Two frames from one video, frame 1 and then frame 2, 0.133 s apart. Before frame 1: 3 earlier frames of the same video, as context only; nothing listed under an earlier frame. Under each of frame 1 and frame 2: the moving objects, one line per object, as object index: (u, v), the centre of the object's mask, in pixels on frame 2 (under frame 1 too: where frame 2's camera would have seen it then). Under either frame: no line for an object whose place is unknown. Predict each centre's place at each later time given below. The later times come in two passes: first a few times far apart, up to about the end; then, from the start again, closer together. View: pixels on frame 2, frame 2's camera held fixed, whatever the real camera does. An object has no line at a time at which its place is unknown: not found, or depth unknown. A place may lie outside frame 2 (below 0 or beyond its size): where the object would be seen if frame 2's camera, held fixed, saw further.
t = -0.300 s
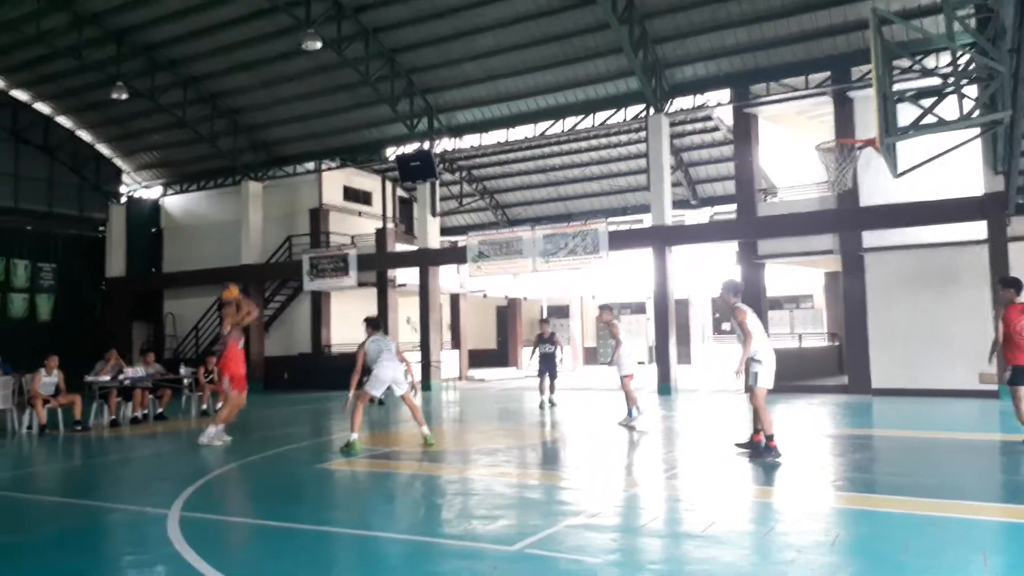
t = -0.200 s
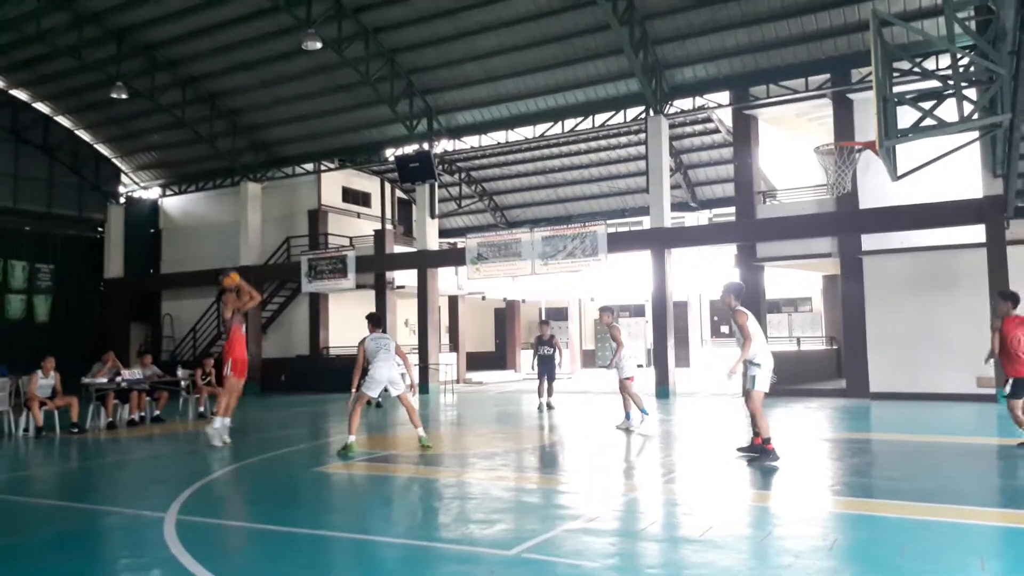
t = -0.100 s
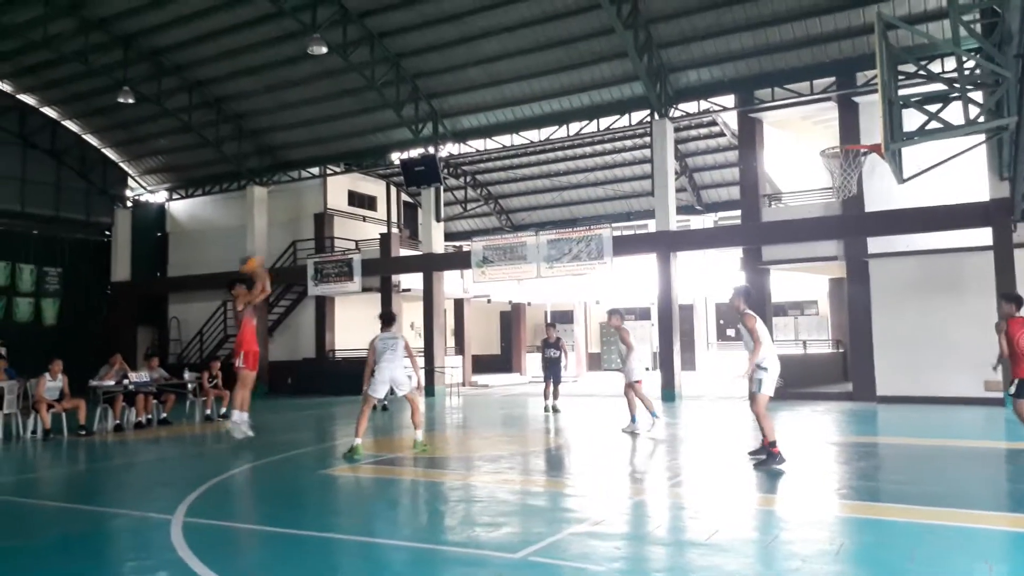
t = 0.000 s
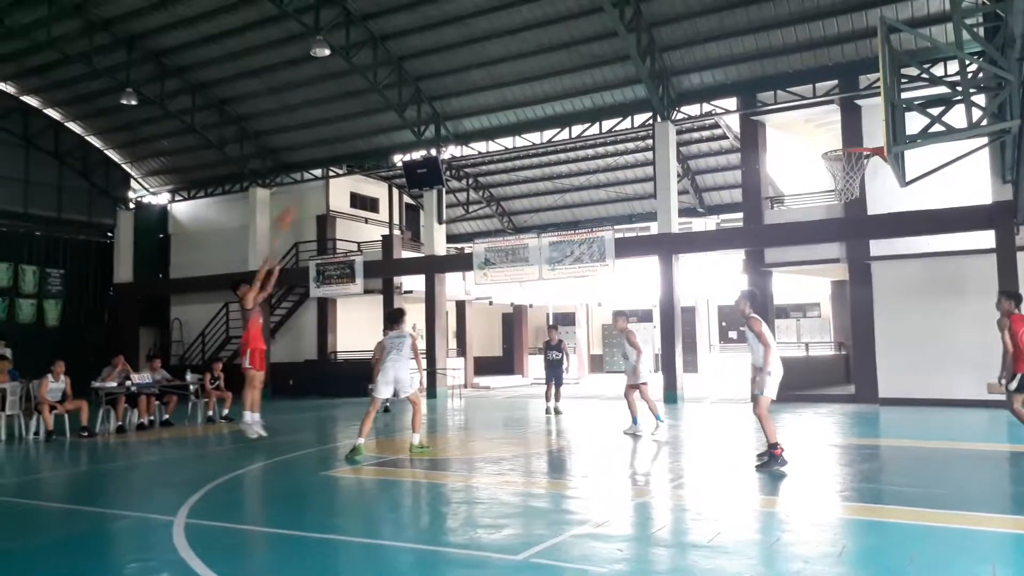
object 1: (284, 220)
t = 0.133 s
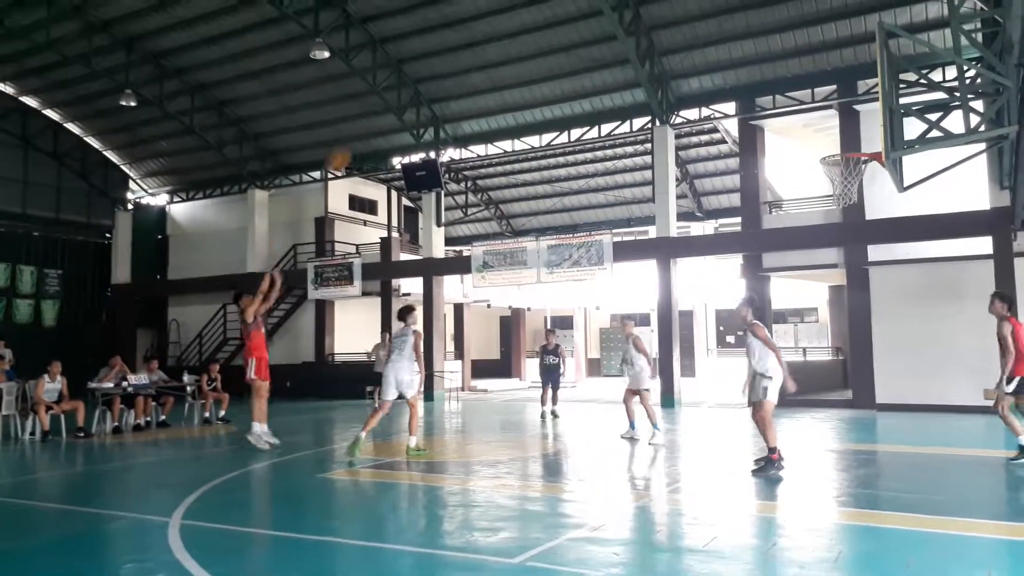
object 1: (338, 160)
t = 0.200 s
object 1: (366, 132)
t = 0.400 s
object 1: (450, 77)
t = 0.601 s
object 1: (541, 46)
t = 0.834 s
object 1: (654, 47)
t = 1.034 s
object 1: (762, 90)
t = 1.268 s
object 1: (834, 180)
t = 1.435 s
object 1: (813, 173)
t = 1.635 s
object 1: (833, 207)
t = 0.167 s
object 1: (352, 148)
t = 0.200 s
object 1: (366, 132)
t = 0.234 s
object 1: (379, 123)
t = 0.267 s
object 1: (392, 112)
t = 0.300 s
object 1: (406, 101)
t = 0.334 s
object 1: (421, 92)
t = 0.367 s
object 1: (435, 84)
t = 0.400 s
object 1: (450, 77)
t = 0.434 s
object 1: (464, 70)
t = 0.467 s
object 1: (480, 63)
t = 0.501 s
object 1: (495, 57)
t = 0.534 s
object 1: (512, 53)
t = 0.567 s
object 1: (526, 49)
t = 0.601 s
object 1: (541, 46)
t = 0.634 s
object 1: (557, 43)
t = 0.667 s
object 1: (575, 41)
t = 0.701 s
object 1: (589, 40)
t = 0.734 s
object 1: (603, 40)
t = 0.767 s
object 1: (621, 41)
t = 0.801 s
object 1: (637, 43)
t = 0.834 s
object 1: (654, 47)
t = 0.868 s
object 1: (672, 51)
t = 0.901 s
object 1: (691, 57)
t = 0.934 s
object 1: (706, 62)
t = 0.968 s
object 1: (726, 72)
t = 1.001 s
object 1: (745, 82)
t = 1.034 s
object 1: (762, 90)
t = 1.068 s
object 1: (782, 100)
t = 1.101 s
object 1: (802, 116)
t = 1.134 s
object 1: (819, 127)
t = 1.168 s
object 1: (843, 143)
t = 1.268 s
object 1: (834, 180)
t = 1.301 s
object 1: (823, 181)
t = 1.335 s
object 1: (816, 177)
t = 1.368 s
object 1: (815, 172)
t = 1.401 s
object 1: (814, 171)
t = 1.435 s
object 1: (813, 173)
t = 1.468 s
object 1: (814, 176)
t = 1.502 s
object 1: (817, 180)
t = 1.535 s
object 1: (822, 186)
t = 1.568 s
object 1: (824, 192)
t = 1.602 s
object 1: (829, 197)
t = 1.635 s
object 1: (833, 207)
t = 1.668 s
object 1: (838, 215)
